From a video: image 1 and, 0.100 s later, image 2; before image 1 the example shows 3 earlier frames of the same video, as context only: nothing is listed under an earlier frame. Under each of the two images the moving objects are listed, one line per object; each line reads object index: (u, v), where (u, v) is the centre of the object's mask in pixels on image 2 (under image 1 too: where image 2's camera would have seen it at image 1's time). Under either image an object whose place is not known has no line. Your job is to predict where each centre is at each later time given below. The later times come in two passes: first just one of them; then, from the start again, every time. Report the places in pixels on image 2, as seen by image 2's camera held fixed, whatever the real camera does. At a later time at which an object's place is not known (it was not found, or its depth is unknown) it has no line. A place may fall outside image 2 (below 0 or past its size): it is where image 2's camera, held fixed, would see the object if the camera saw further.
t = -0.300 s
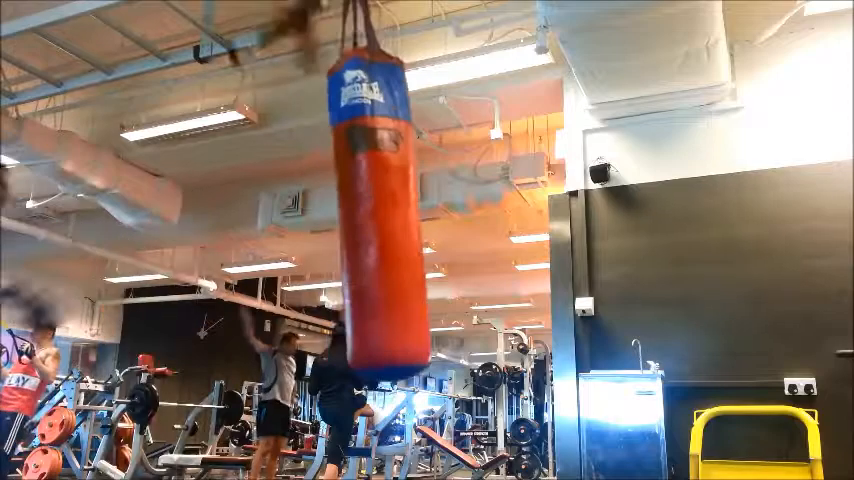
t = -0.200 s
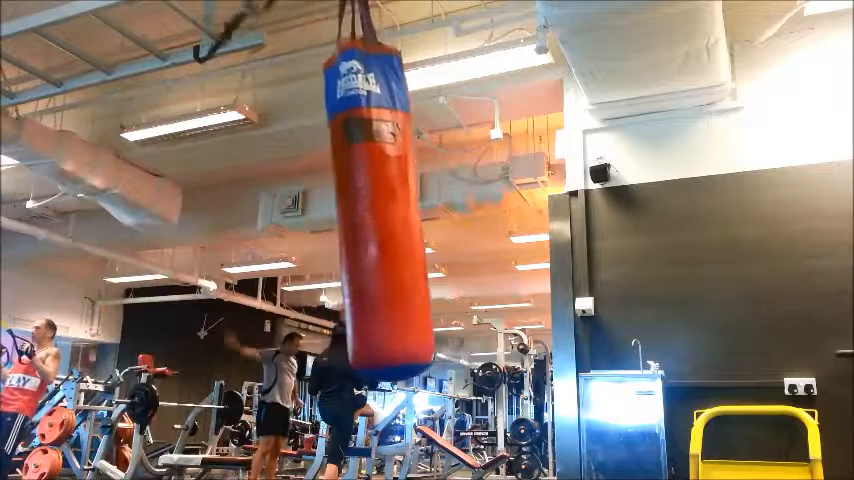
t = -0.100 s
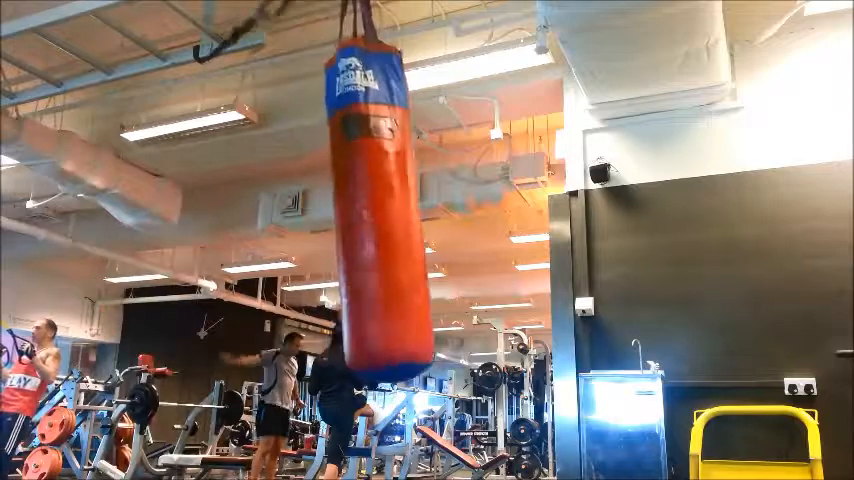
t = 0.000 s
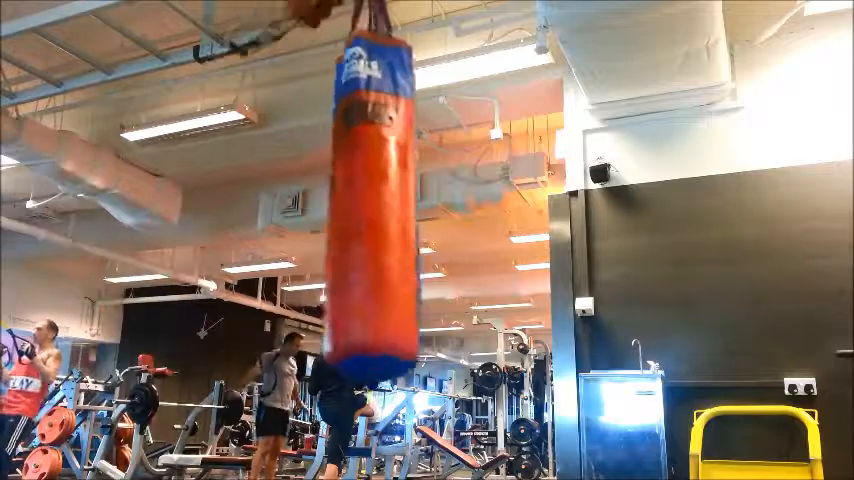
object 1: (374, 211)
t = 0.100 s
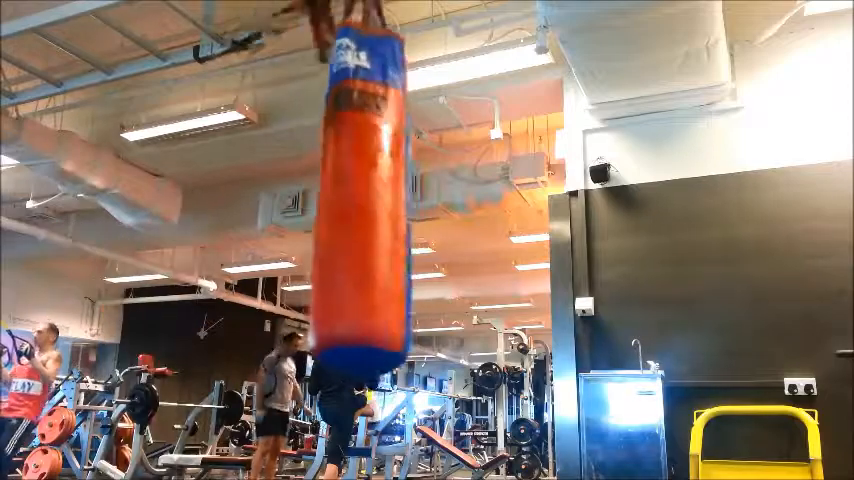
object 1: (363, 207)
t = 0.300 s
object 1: (332, 190)
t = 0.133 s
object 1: (359, 204)
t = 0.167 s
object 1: (355, 202)
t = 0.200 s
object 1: (349, 198)
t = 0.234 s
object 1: (343, 196)
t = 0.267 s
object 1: (338, 192)
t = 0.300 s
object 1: (332, 190)
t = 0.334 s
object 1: (327, 189)
